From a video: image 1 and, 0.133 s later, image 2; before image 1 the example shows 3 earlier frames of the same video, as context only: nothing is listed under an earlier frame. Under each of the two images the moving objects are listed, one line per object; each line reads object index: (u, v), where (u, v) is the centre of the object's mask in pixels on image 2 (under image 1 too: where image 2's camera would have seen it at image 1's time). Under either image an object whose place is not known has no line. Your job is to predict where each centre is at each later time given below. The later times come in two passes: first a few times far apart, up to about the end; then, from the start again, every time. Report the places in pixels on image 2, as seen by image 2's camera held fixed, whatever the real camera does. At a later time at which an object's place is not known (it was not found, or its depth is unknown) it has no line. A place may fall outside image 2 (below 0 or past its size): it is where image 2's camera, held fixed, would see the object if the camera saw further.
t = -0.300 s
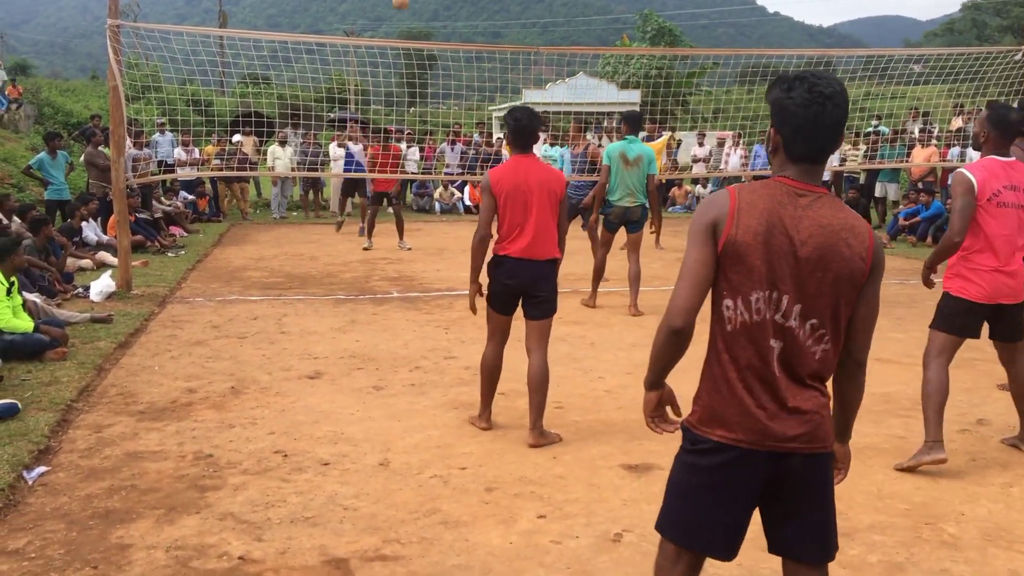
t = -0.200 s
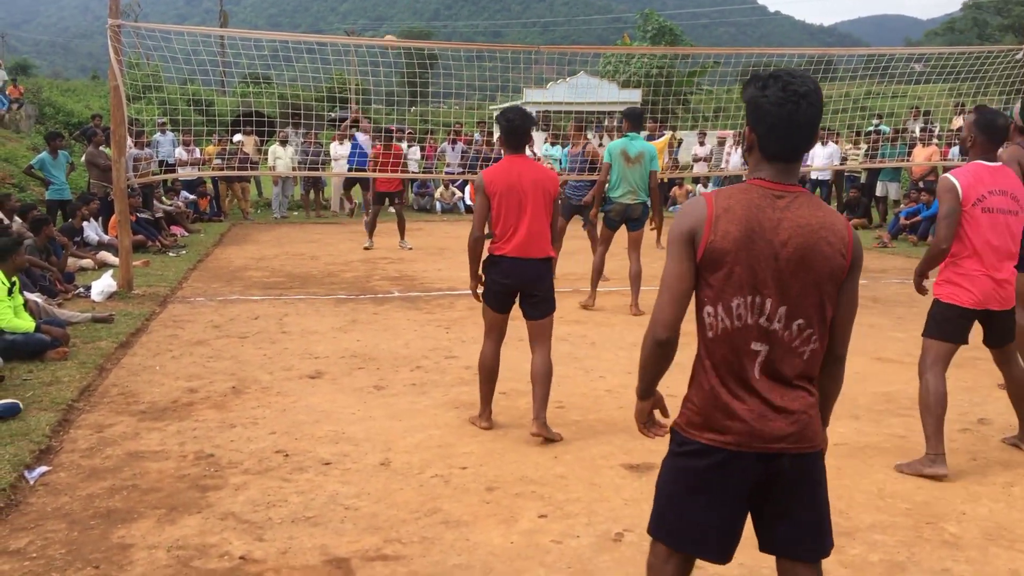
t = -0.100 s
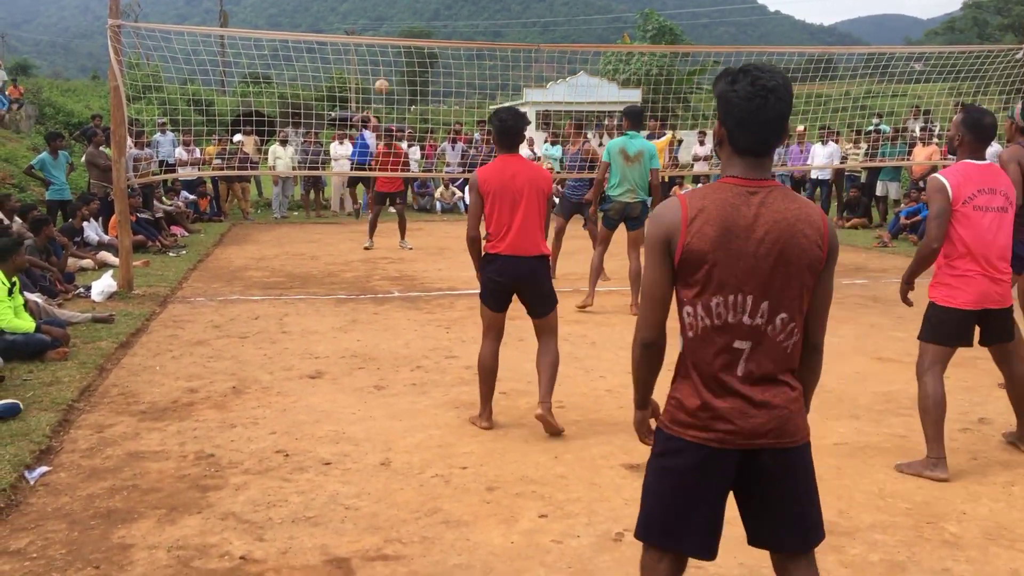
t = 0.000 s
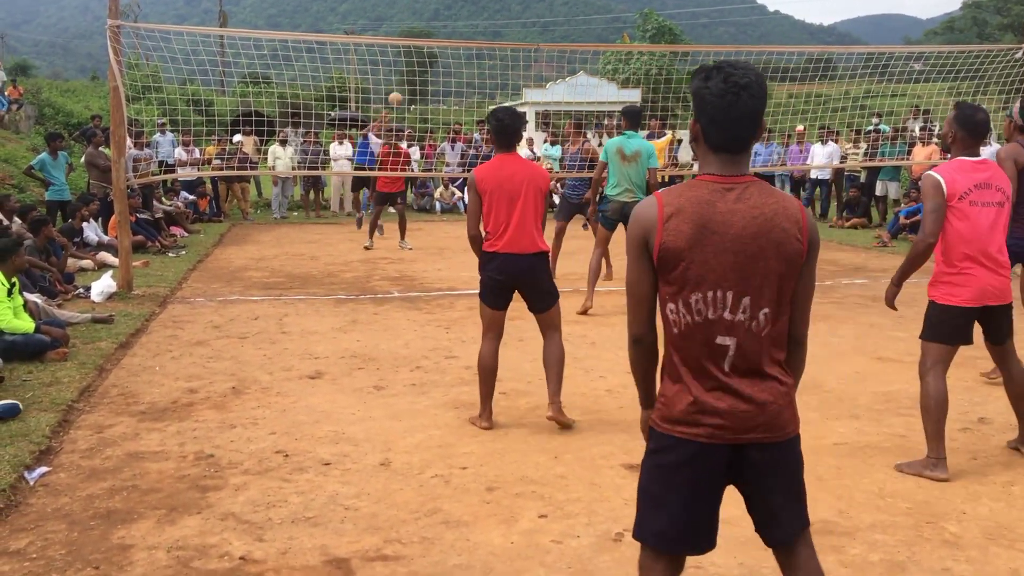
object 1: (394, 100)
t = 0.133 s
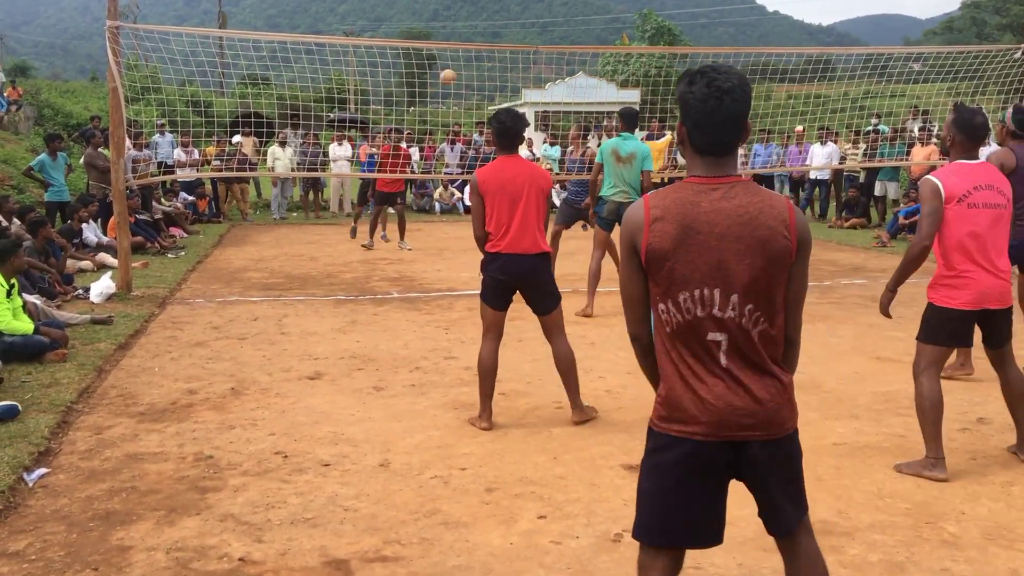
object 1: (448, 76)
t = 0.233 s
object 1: (494, 67)
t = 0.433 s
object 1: (612, 74)
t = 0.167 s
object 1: (462, 72)
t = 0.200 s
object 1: (478, 69)
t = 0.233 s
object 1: (494, 67)
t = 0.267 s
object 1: (511, 65)
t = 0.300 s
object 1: (529, 65)
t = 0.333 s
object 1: (548, 65)
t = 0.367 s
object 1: (569, 66)
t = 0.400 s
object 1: (589, 69)
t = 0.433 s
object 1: (612, 74)
